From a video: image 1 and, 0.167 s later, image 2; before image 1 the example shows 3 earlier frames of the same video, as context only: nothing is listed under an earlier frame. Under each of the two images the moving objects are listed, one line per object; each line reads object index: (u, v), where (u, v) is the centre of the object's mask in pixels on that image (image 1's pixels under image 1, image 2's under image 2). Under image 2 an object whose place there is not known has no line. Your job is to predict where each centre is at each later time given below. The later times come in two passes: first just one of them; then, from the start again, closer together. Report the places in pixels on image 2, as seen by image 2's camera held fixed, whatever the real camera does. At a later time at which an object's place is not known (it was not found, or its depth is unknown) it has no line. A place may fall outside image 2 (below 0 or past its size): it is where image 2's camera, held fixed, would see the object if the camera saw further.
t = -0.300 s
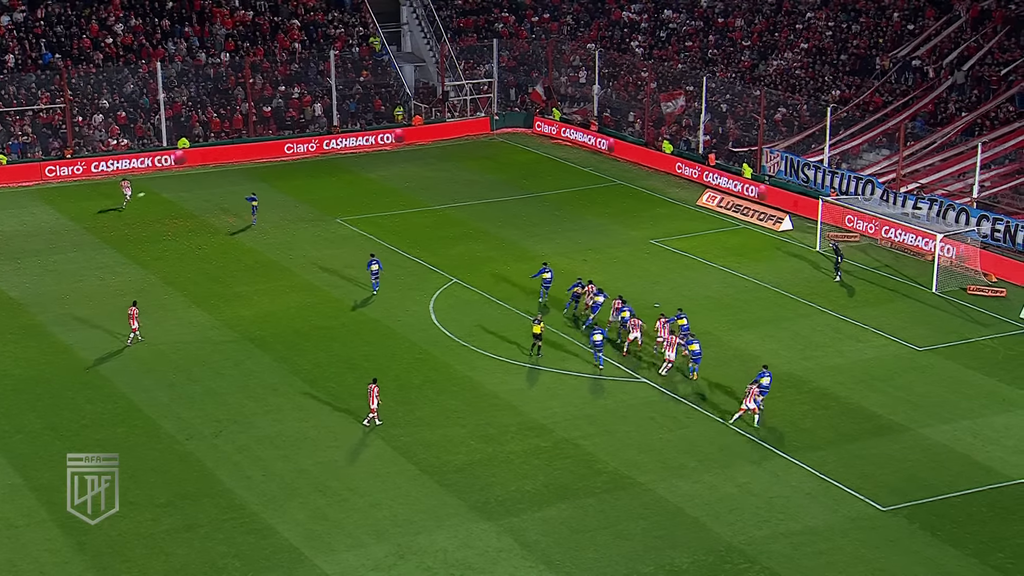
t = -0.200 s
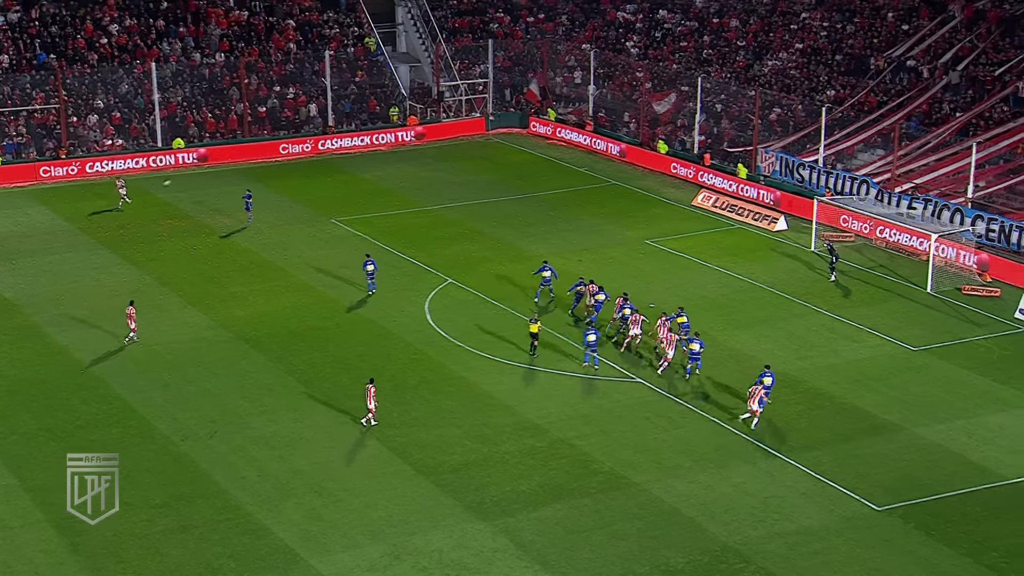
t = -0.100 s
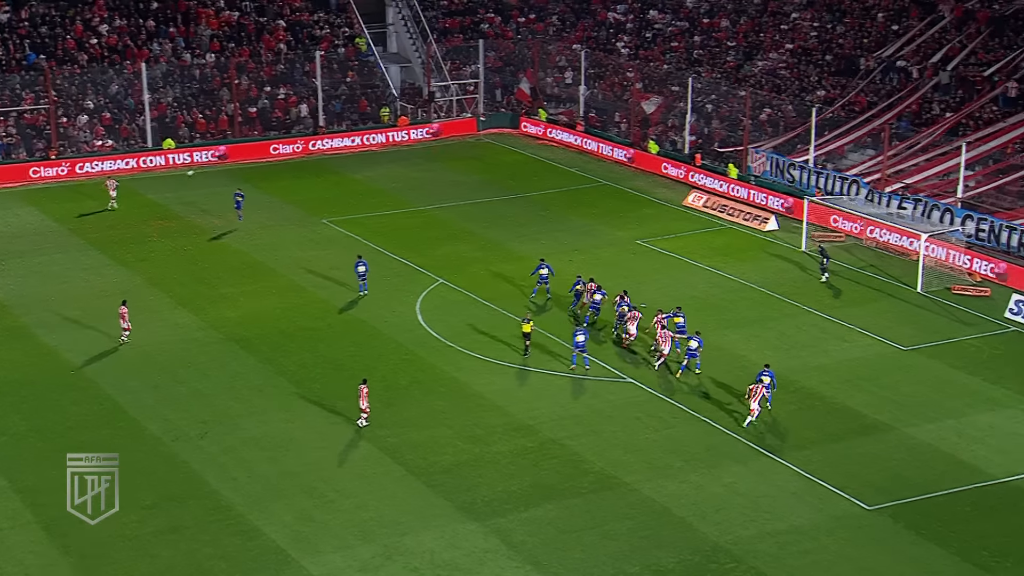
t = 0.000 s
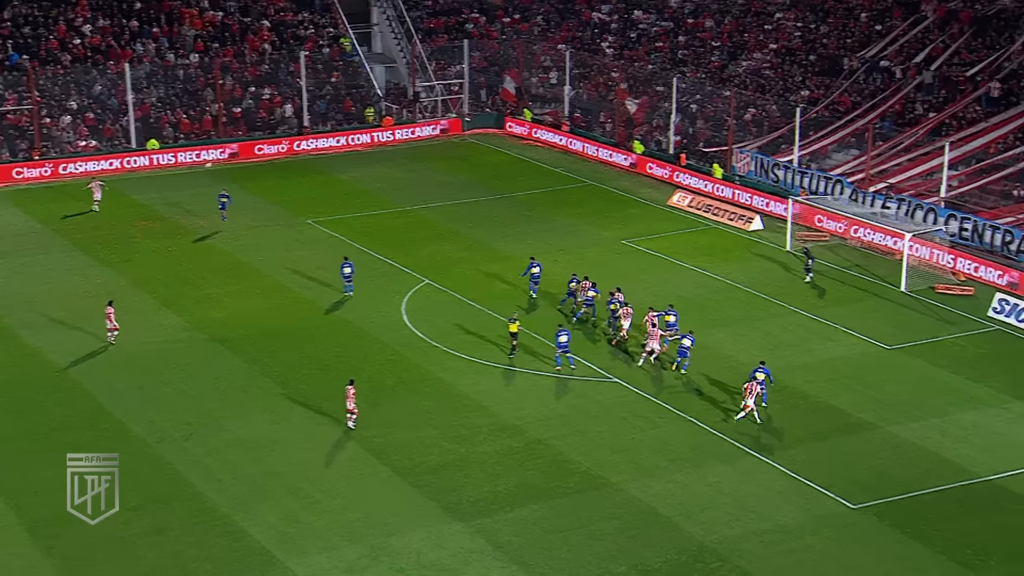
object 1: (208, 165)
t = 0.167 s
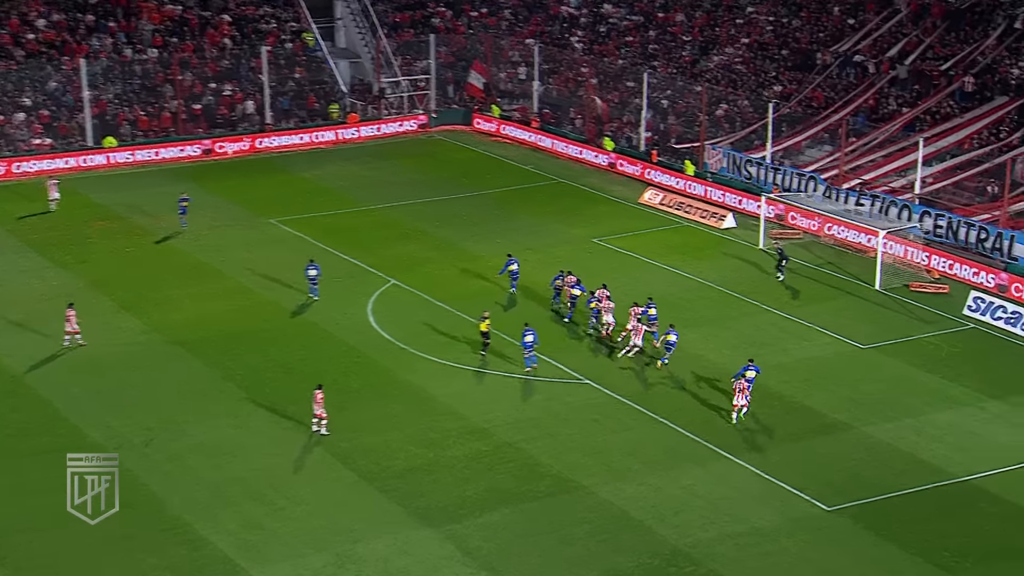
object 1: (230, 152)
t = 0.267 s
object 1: (265, 150)
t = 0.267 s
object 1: (265, 150)
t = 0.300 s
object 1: (276, 149)
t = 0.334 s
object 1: (289, 149)
